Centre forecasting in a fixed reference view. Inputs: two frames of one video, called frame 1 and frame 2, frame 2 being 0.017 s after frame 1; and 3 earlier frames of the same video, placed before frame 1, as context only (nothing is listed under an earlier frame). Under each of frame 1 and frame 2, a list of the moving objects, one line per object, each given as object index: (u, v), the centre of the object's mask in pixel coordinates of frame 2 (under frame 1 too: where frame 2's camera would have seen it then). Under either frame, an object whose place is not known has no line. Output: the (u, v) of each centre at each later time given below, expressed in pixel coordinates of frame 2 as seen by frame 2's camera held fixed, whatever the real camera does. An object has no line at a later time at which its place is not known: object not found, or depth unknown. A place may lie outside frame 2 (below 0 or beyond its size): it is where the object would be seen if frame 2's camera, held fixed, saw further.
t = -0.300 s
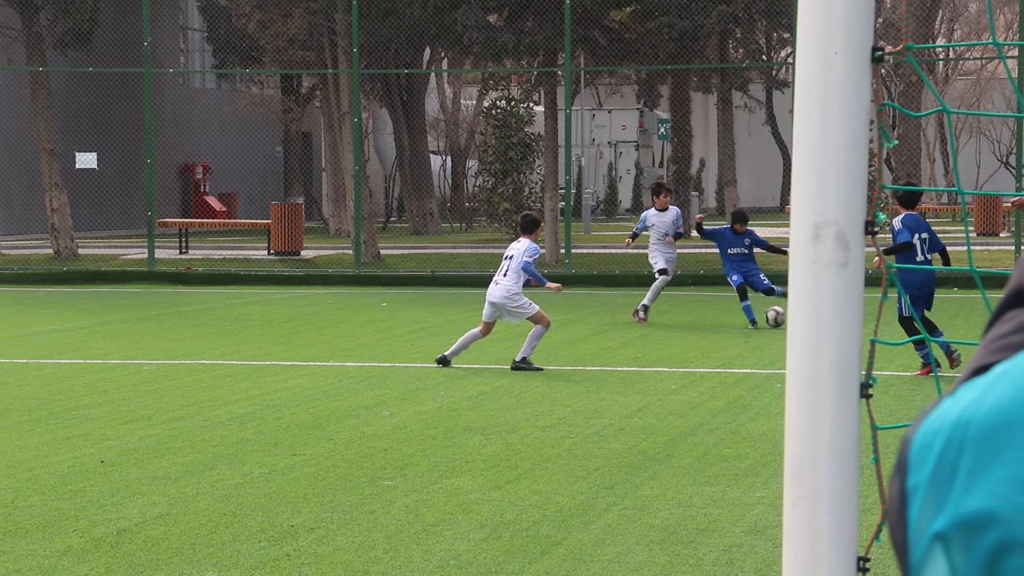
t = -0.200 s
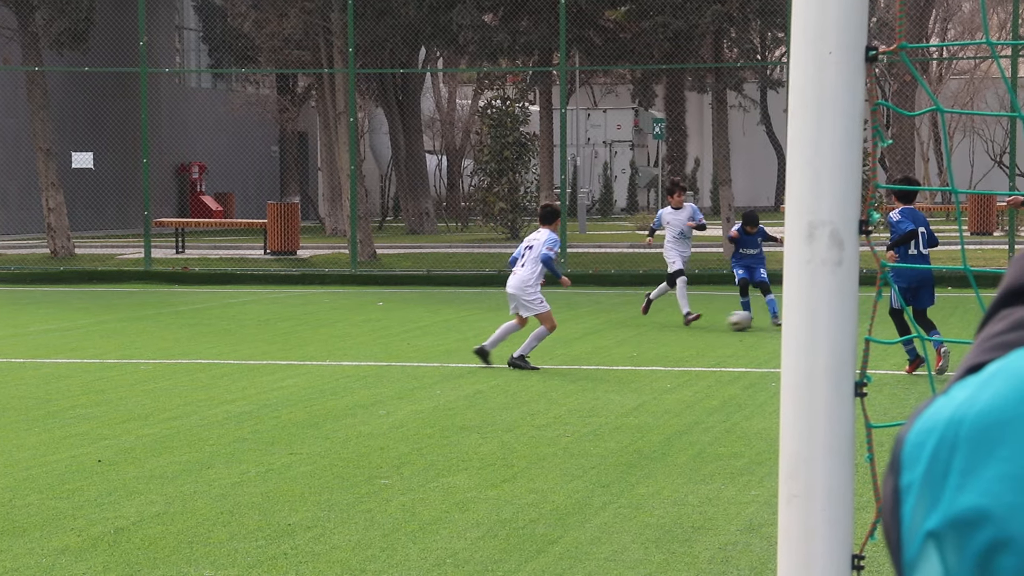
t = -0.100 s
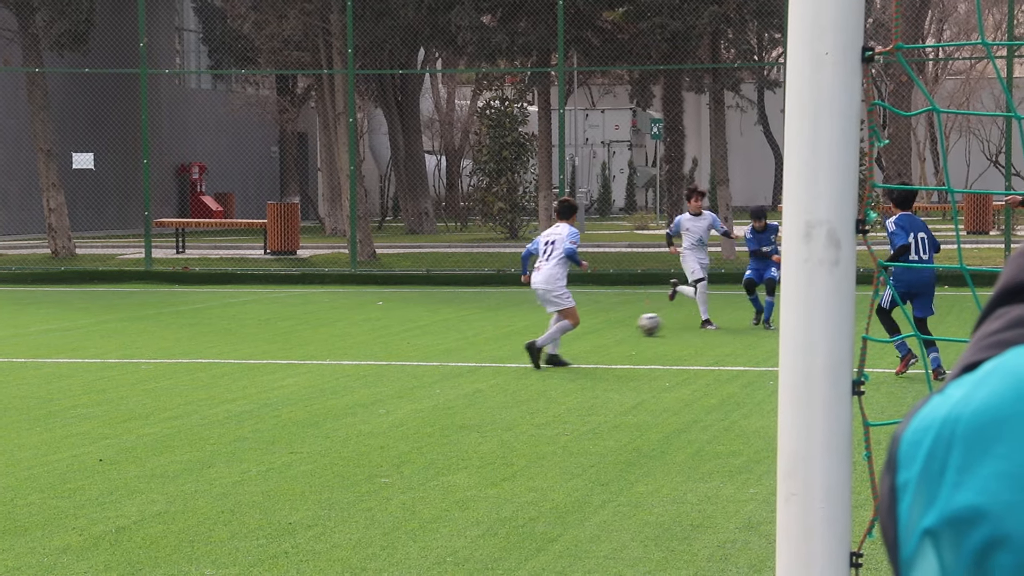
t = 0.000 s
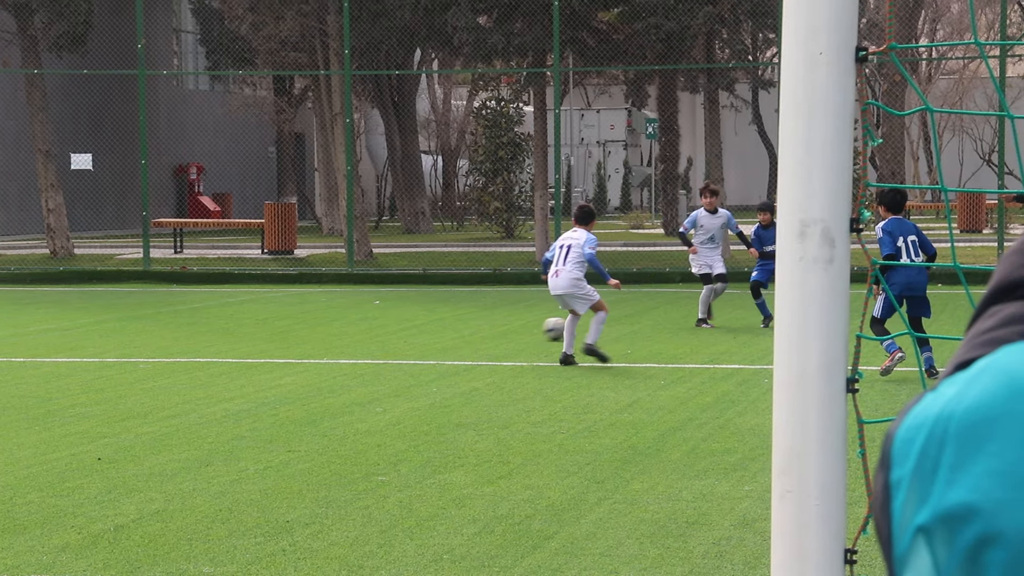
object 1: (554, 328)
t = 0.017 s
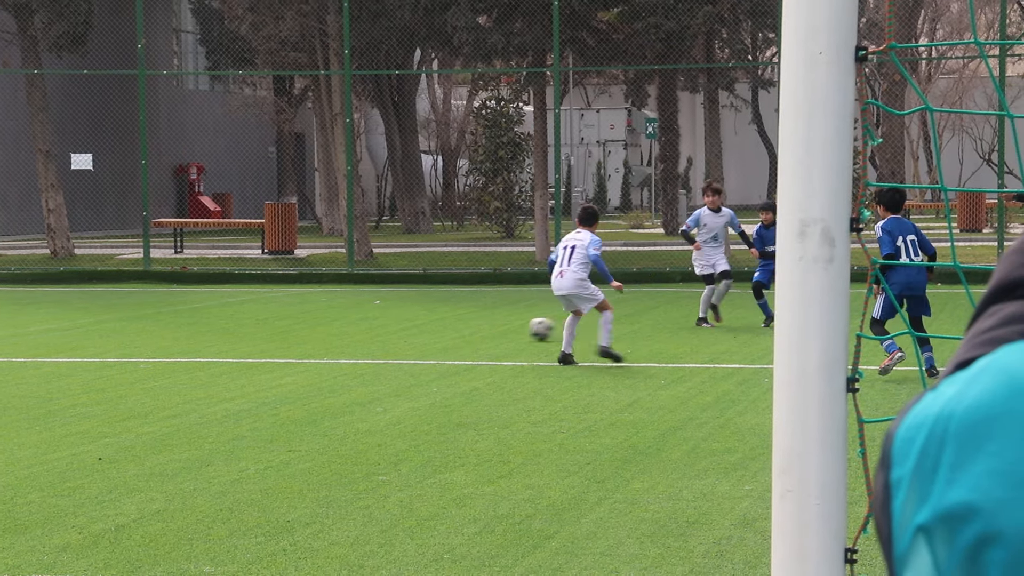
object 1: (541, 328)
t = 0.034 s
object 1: (525, 331)
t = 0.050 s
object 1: (510, 334)
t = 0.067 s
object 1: (494, 339)
